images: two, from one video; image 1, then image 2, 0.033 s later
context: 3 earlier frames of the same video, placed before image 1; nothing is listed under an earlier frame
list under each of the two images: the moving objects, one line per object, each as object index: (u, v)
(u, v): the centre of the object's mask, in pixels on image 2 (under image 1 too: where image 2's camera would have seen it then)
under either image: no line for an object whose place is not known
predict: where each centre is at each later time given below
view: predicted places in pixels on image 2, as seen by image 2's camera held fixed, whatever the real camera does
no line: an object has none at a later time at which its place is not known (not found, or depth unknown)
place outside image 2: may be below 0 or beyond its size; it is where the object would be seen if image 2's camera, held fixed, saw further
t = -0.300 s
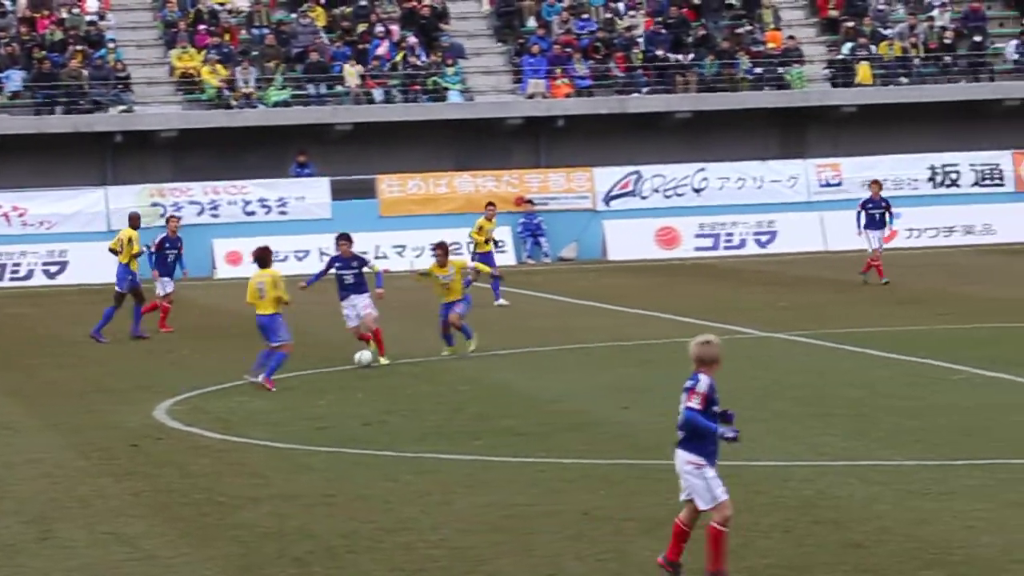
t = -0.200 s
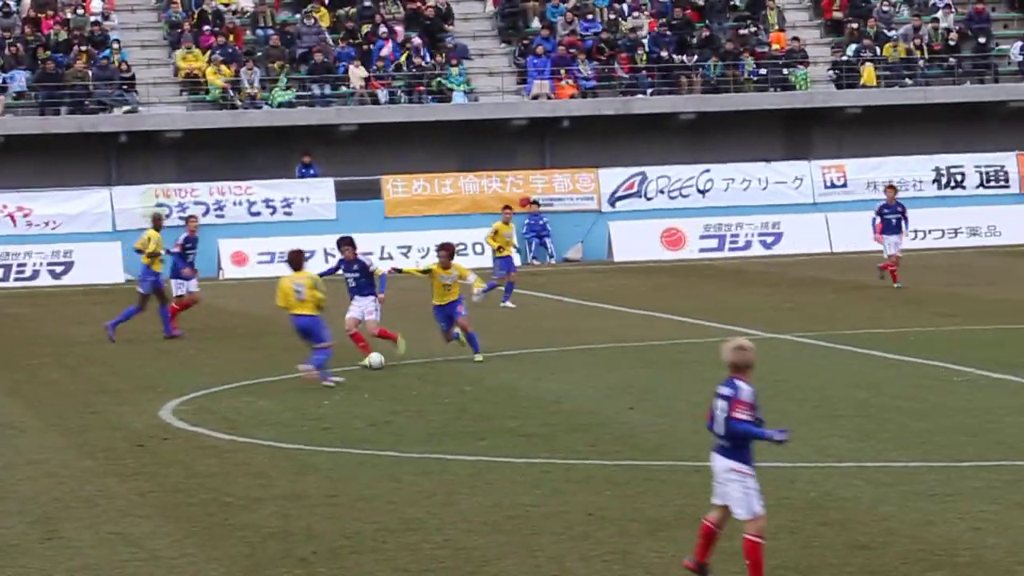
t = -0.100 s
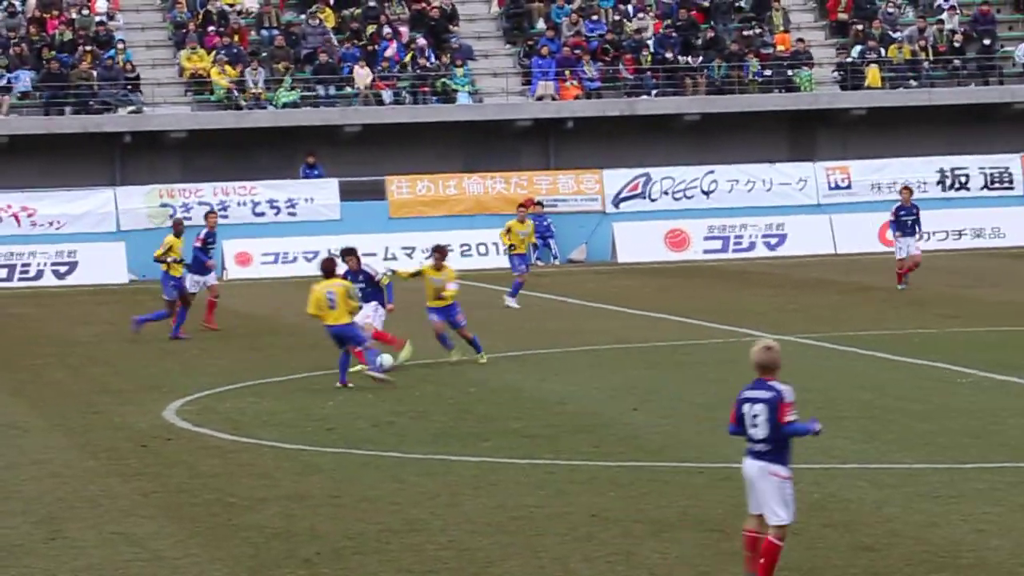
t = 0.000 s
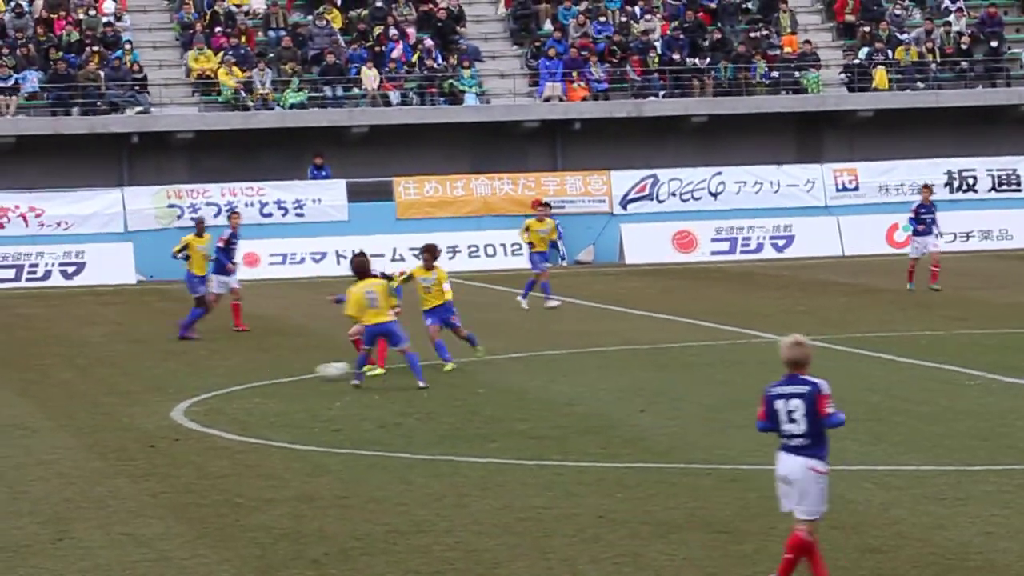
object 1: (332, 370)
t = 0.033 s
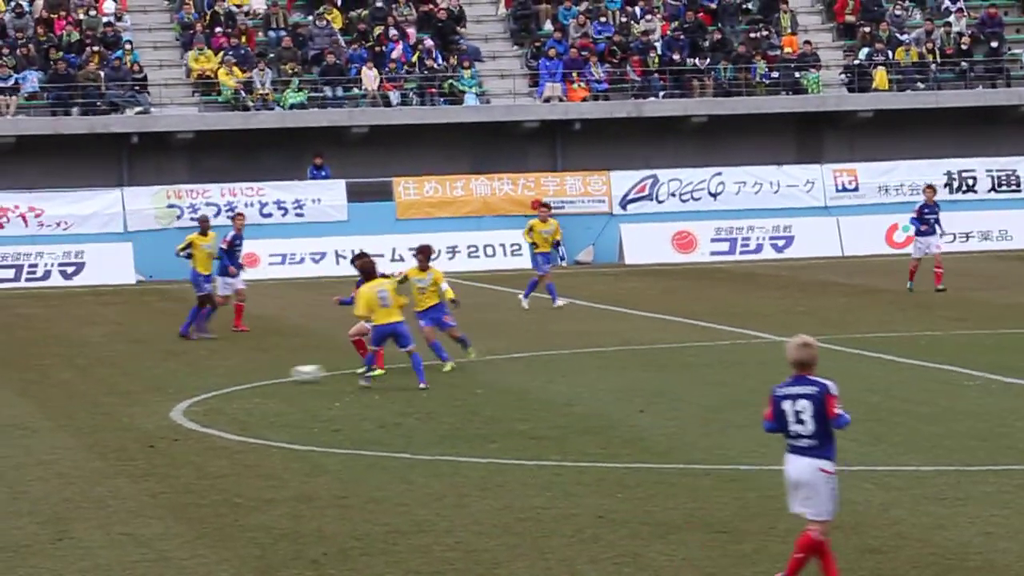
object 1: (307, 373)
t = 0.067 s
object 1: (282, 374)
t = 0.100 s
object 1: (257, 377)
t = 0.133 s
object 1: (232, 382)
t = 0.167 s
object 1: (206, 386)
